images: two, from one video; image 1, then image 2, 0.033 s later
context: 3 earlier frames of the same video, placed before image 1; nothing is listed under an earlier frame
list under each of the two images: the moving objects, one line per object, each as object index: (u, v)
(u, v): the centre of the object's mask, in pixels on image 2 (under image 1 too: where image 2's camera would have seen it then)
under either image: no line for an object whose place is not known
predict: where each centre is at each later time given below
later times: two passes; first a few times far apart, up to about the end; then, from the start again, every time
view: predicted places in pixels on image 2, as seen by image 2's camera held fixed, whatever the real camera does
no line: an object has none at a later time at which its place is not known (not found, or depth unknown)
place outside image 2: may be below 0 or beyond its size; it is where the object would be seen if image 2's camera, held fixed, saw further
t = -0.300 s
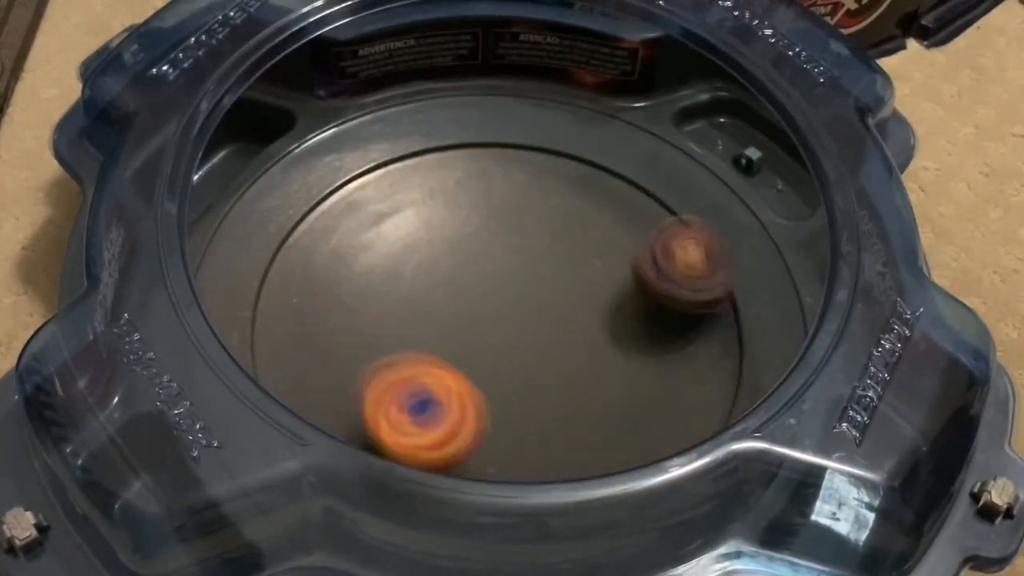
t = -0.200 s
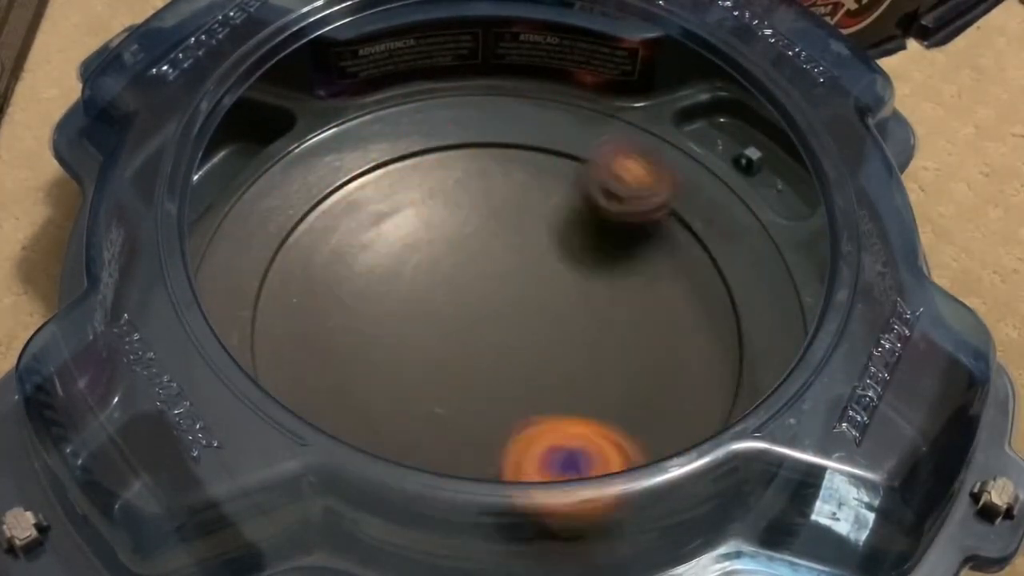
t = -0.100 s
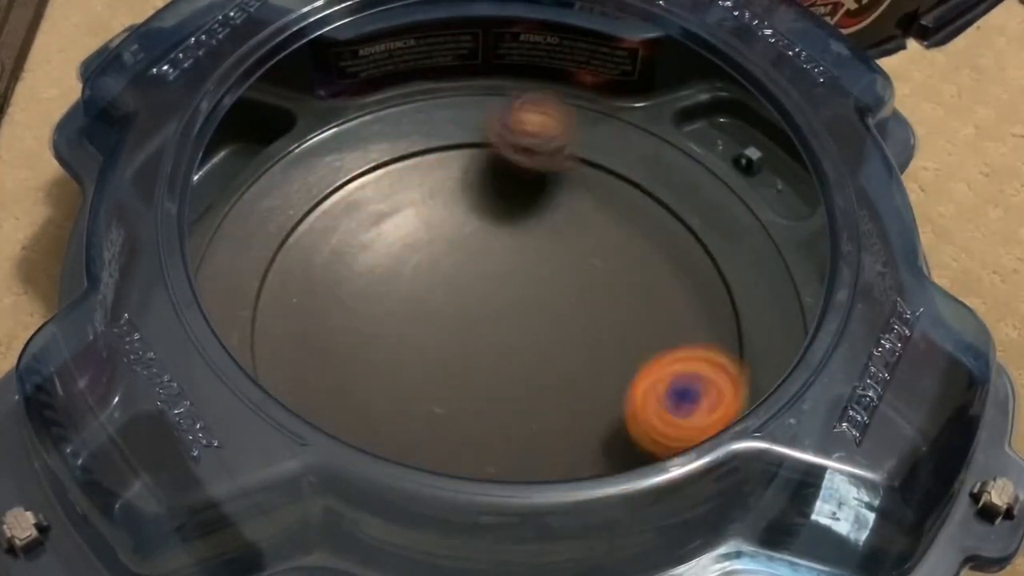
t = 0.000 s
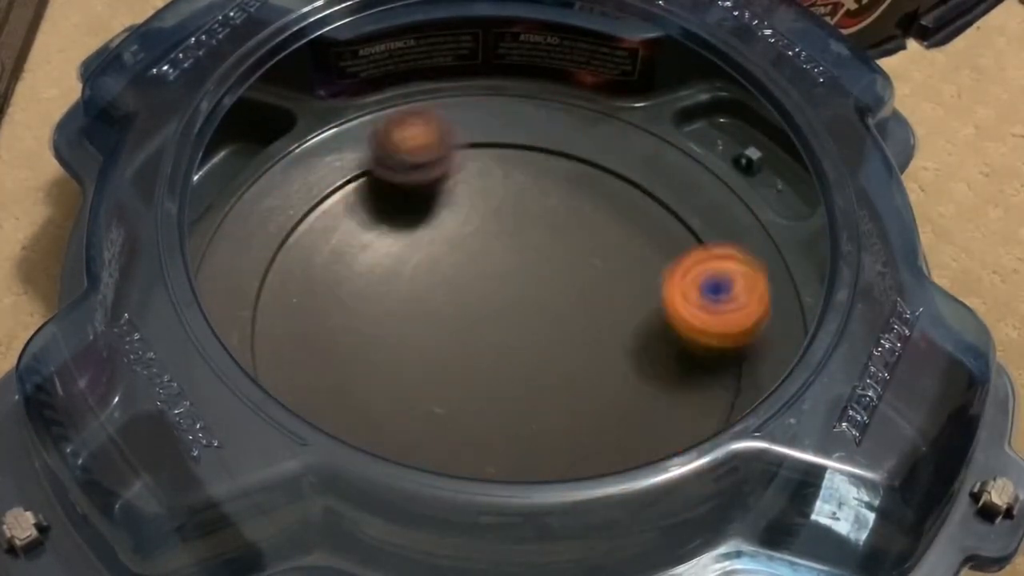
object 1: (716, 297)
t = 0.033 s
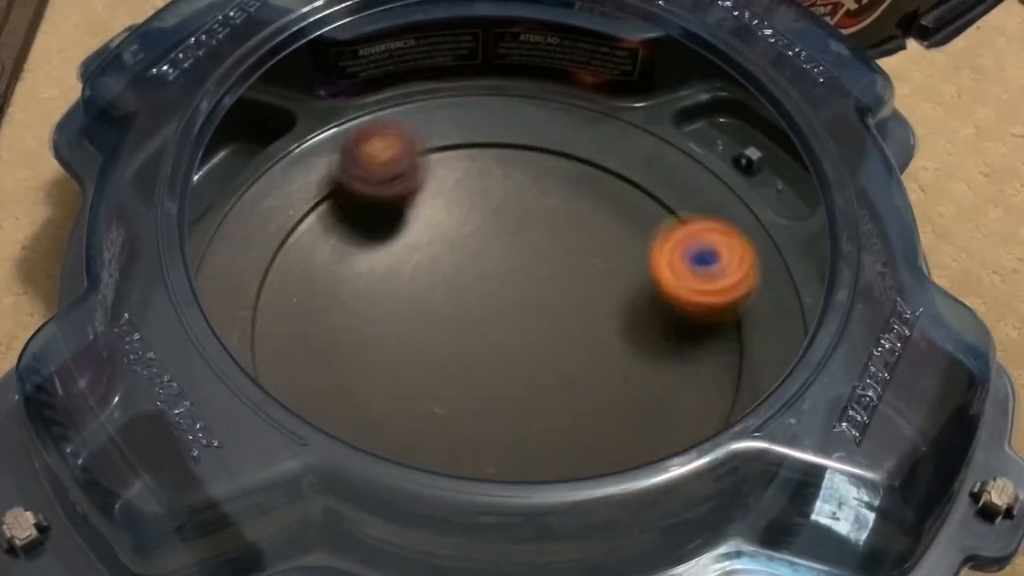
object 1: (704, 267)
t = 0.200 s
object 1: (525, 197)
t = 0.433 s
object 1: (338, 377)
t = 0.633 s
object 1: (560, 455)
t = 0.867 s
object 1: (621, 257)
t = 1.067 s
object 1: (582, 275)
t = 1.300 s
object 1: (650, 357)
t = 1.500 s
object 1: (635, 351)
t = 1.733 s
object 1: (670, 249)
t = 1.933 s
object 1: (532, 266)
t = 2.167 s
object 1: (523, 337)
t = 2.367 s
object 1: (554, 375)
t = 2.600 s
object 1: (544, 348)
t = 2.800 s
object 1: (539, 312)
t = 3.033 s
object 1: (547, 282)
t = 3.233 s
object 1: (529, 282)
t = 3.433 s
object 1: (556, 286)
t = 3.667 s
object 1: (547, 316)
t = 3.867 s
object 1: (517, 347)
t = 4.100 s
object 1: (531, 368)
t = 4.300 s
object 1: (541, 358)
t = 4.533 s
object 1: (555, 362)
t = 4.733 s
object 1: (535, 340)
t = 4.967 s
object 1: (534, 321)
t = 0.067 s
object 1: (681, 241)
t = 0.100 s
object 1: (649, 219)
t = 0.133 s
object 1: (612, 204)
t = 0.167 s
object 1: (571, 197)
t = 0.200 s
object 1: (525, 197)
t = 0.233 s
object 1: (481, 205)
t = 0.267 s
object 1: (442, 221)
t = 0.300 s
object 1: (402, 246)
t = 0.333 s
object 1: (372, 274)
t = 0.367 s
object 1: (350, 306)
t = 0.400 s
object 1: (338, 344)
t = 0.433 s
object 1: (338, 377)
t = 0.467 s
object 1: (347, 414)
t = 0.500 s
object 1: (370, 450)
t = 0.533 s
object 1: (405, 482)
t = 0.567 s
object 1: (463, 479)
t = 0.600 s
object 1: (514, 481)
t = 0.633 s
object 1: (560, 455)
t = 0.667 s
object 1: (605, 443)
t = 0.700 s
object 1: (638, 424)
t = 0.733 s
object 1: (660, 397)
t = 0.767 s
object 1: (666, 360)
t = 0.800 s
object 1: (660, 325)
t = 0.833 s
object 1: (645, 290)
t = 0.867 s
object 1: (621, 257)
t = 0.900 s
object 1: (592, 231)
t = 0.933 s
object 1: (558, 210)
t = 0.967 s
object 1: (558, 221)
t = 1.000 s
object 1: (565, 237)
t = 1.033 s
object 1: (574, 256)
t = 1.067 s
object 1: (582, 275)
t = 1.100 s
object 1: (596, 292)
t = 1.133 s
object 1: (610, 307)
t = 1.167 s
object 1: (618, 320)
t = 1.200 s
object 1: (624, 334)
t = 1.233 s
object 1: (633, 344)
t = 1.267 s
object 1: (642, 352)
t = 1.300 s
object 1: (650, 357)
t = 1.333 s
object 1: (654, 358)
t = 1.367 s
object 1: (655, 359)
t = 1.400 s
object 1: (652, 358)
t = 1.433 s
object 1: (646, 356)
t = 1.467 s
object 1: (635, 355)
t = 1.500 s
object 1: (635, 351)
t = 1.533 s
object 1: (673, 337)
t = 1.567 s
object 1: (698, 319)
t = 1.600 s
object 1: (717, 300)
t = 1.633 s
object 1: (725, 284)
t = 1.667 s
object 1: (709, 270)
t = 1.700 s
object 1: (688, 258)
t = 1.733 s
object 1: (670, 249)
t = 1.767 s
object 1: (653, 241)
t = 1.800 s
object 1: (630, 235)
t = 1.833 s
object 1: (605, 236)
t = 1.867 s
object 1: (575, 243)
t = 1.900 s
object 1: (545, 255)
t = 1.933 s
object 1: (532, 266)
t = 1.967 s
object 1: (530, 270)
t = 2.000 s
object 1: (526, 280)
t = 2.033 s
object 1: (521, 291)
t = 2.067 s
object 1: (520, 301)
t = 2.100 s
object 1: (520, 315)
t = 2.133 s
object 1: (519, 327)
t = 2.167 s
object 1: (523, 337)
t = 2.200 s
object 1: (527, 349)
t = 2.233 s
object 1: (530, 358)
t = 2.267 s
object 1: (539, 364)
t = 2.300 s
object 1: (545, 370)
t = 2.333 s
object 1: (548, 374)
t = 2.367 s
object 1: (554, 375)
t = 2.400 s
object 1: (556, 374)
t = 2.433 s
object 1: (558, 373)
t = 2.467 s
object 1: (559, 370)
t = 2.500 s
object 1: (558, 366)
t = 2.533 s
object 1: (555, 361)
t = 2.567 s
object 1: (552, 355)
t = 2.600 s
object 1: (544, 348)
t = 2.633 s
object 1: (535, 341)
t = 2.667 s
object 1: (527, 333)
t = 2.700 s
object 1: (518, 327)
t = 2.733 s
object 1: (515, 321)
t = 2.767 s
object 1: (530, 317)
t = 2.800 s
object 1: (539, 312)
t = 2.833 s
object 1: (546, 307)
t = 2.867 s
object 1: (550, 301)
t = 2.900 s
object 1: (551, 296)
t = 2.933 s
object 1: (552, 291)
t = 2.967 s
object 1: (553, 287)
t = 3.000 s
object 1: (550, 284)
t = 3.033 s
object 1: (547, 282)
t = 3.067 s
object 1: (543, 279)
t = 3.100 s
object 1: (539, 279)
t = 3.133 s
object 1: (533, 279)
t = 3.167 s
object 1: (527, 280)
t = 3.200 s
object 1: (521, 282)
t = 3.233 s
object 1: (529, 282)
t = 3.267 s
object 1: (536, 281)
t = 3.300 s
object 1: (540, 280)
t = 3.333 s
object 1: (546, 281)
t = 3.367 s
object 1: (549, 282)
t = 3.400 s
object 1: (553, 283)
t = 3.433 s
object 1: (556, 286)
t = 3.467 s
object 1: (556, 288)
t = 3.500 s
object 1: (558, 292)
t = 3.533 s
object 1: (557, 296)
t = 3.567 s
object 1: (556, 300)
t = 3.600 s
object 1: (554, 304)
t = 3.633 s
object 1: (550, 309)
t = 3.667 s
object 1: (547, 316)
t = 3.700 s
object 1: (542, 321)
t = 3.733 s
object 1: (538, 326)
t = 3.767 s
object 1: (531, 331)
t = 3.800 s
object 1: (526, 337)
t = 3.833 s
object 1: (519, 342)
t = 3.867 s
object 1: (517, 347)
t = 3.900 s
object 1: (523, 354)
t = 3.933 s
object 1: (524, 360)
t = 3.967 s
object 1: (526, 365)
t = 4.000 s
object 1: (529, 368)
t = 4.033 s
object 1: (530, 368)
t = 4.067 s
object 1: (531, 369)
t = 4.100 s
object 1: (531, 368)
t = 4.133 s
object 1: (530, 366)
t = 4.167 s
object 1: (528, 361)
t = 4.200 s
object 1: (527, 358)
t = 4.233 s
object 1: (526, 353)
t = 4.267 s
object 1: (534, 352)
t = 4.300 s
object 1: (541, 358)
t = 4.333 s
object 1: (541, 361)
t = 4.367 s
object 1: (543, 360)
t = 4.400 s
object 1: (550, 359)
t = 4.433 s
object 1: (555, 360)
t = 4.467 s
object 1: (557, 363)
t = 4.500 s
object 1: (555, 363)
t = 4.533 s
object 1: (555, 362)
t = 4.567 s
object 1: (555, 361)
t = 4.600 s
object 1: (551, 359)
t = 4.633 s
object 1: (548, 355)
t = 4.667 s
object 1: (546, 351)
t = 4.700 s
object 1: (542, 347)
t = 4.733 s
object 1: (535, 340)
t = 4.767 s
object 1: (528, 331)
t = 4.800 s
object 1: (524, 325)
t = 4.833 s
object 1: (520, 318)
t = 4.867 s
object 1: (524, 315)
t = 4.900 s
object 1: (529, 314)
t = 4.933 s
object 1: (534, 318)
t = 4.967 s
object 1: (534, 321)
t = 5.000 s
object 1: (533, 321)
